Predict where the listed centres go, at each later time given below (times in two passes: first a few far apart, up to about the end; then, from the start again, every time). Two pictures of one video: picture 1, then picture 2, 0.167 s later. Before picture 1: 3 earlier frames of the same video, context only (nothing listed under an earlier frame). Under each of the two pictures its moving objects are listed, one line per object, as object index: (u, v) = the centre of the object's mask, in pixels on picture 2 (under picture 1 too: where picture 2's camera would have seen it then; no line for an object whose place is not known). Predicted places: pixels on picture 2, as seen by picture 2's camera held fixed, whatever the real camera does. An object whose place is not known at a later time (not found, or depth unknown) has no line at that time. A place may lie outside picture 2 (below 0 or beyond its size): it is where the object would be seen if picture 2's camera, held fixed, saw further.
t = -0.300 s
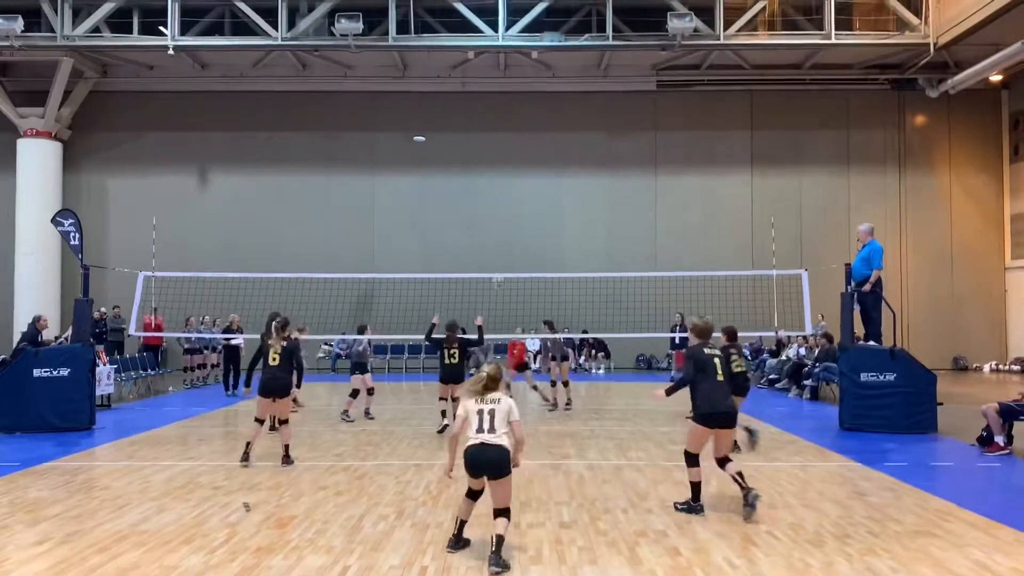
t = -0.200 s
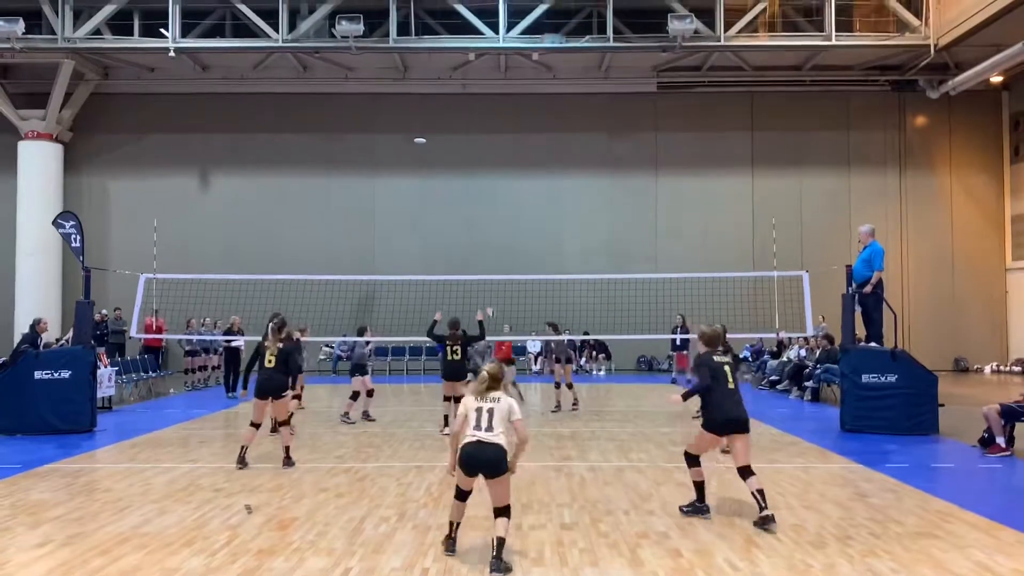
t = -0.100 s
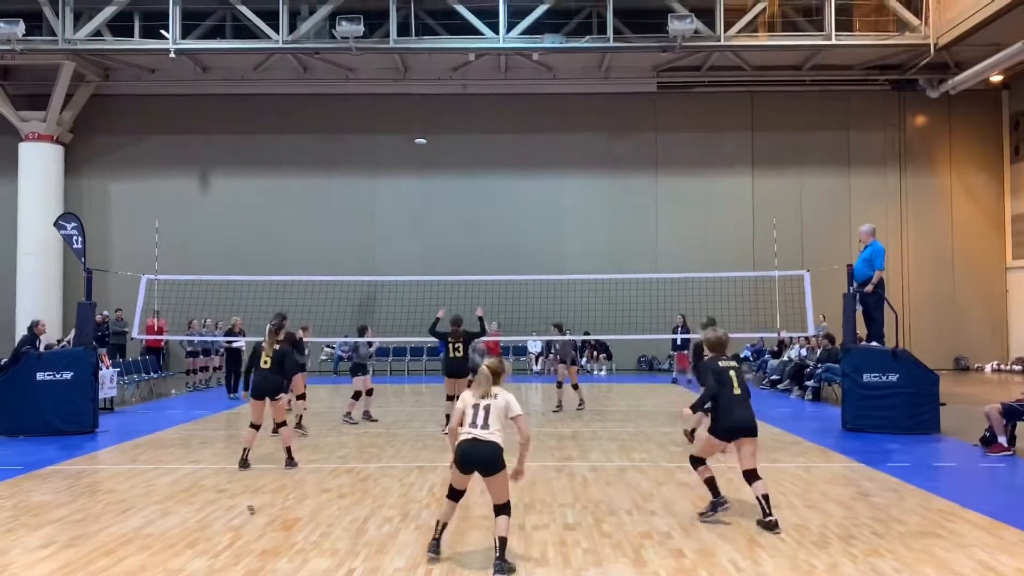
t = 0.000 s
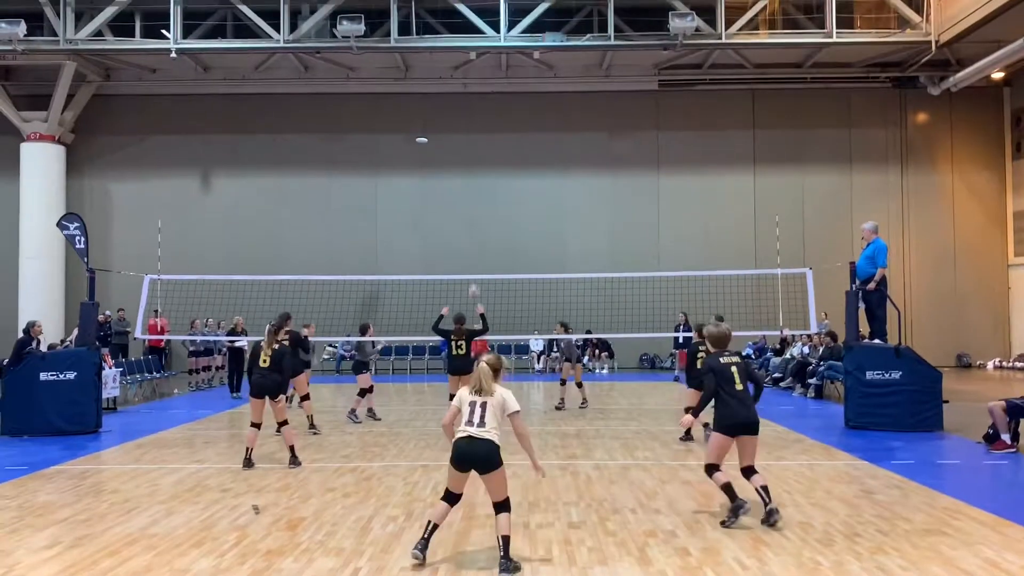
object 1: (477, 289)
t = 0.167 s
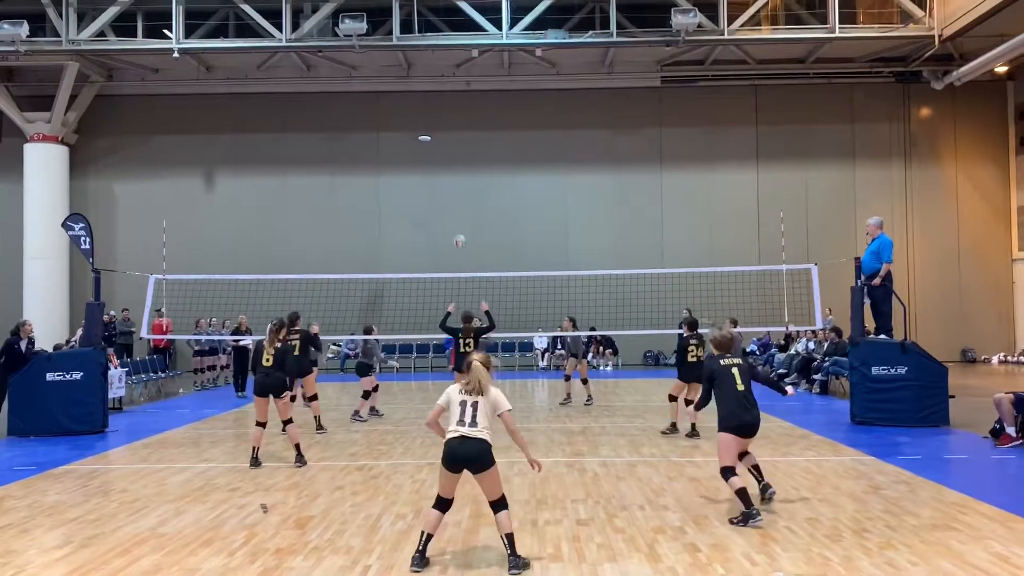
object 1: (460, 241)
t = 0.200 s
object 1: (457, 232)
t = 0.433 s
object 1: (433, 195)
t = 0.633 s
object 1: (412, 188)
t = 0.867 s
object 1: (387, 209)
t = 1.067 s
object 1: (366, 251)
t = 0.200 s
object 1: (457, 232)
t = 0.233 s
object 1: (454, 225)
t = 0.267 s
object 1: (450, 219)
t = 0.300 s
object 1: (447, 211)
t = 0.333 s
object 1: (443, 208)
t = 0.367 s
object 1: (439, 202)
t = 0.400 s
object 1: (437, 199)
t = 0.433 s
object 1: (433, 195)
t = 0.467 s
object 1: (430, 192)
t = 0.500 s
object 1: (426, 191)
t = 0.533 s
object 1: (423, 189)
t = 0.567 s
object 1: (420, 187)
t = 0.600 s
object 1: (416, 188)
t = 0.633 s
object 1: (412, 188)
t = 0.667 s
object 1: (409, 189)
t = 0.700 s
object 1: (405, 190)
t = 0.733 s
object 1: (402, 193)
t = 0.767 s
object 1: (398, 195)
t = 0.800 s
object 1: (395, 199)
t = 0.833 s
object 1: (391, 203)
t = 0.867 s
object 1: (387, 209)
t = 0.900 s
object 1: (384, 214)
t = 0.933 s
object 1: (381, 219)
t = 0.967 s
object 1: (377, 226)
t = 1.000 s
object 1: (373, 233)
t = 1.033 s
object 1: (370, 241)
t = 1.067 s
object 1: (366, 251)
